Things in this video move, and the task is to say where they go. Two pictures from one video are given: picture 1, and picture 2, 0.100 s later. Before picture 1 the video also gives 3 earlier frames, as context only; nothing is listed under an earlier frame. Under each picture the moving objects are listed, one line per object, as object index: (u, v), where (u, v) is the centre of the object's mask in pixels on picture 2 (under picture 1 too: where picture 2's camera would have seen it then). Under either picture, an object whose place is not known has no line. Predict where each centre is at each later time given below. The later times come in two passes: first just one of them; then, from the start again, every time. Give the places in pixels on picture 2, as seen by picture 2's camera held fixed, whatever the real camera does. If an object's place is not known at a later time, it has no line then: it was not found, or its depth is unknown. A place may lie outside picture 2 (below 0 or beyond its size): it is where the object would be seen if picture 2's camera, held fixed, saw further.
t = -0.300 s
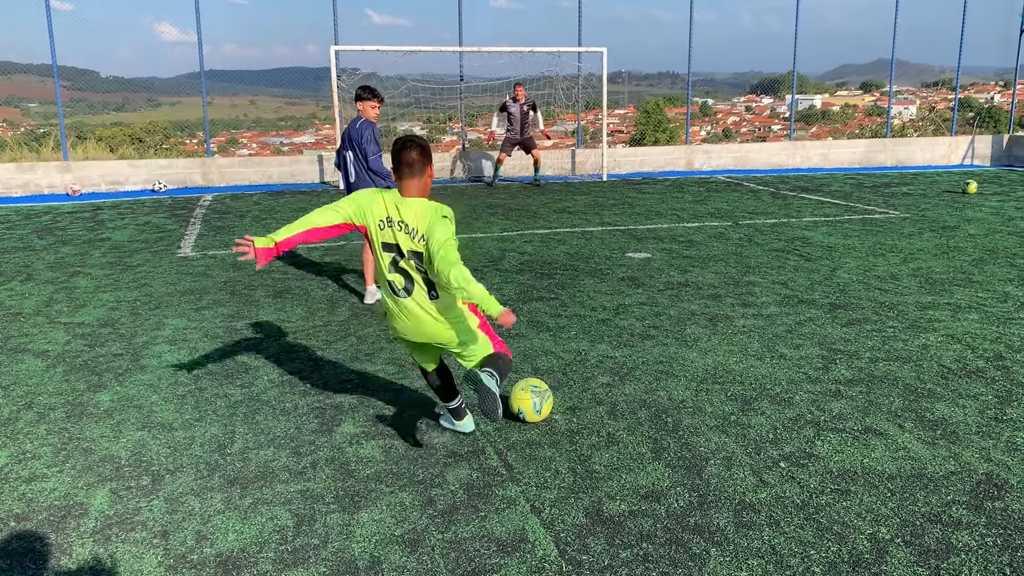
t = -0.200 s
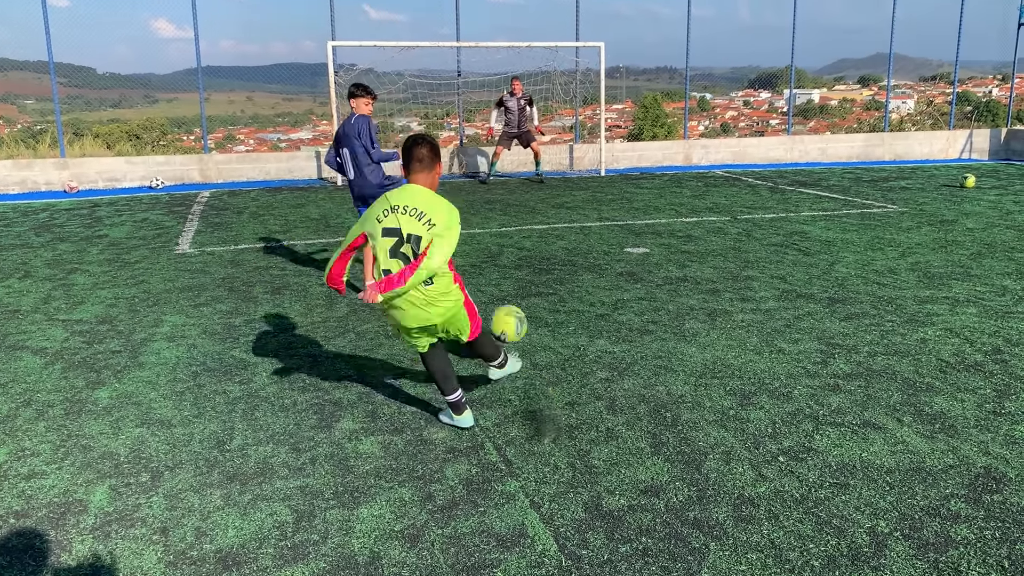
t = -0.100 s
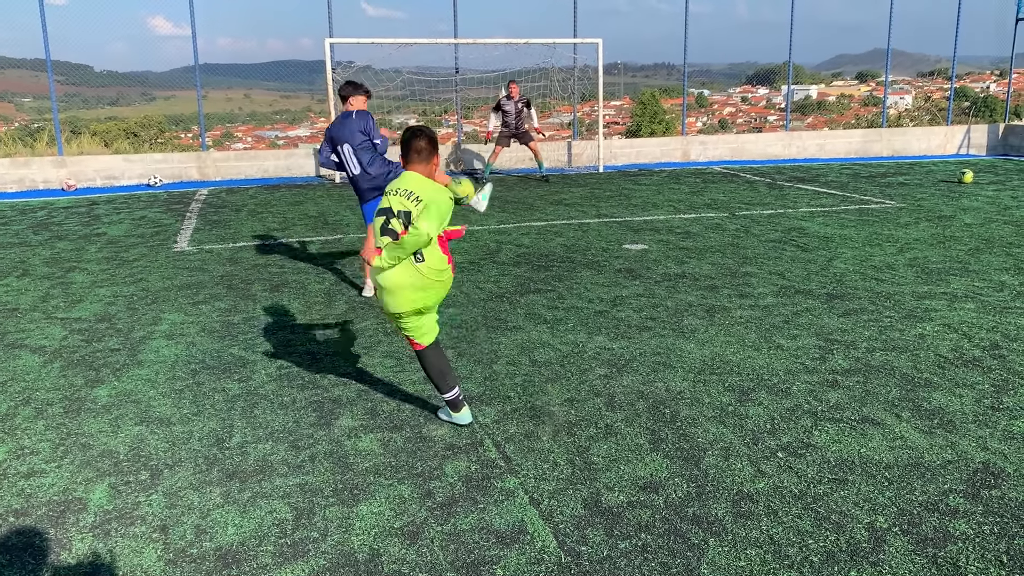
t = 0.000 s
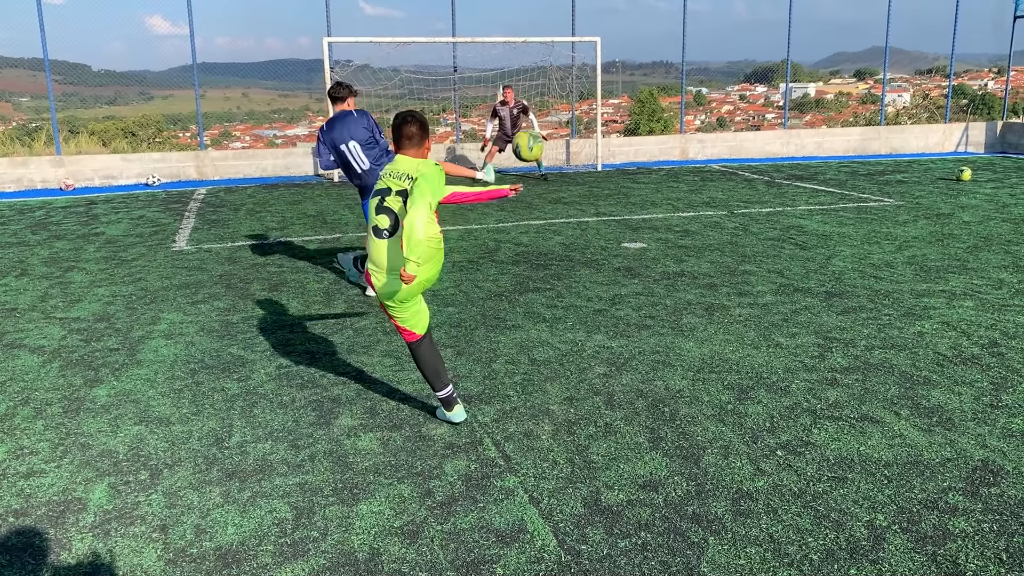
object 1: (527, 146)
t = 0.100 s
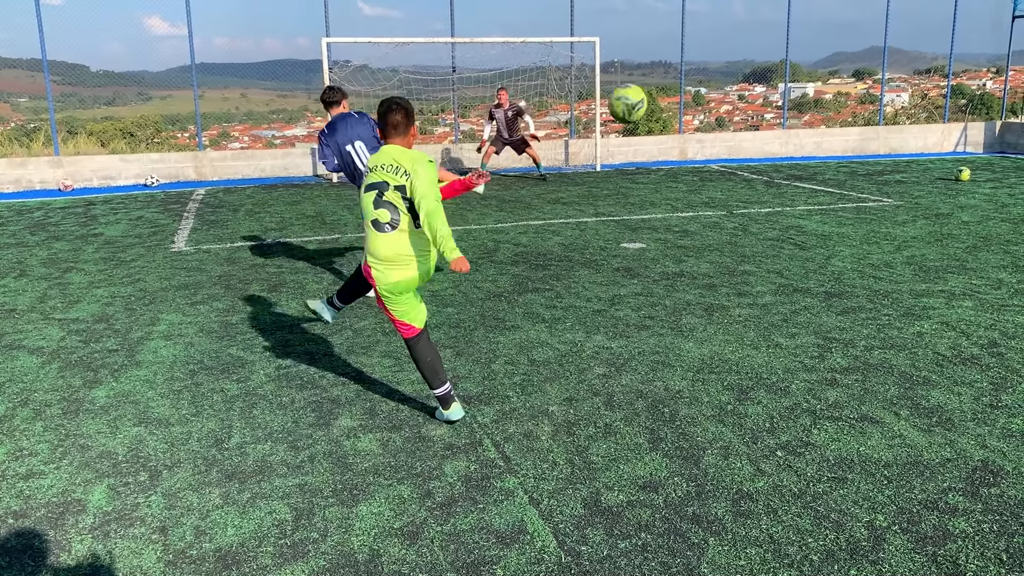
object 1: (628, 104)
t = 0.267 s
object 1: (898, 40)
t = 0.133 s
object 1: (670, 90)
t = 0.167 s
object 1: (716, 77)
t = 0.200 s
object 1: (768, 64)
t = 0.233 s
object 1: (829, 52)
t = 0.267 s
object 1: (898, 40)
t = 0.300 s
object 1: (978, 29)
